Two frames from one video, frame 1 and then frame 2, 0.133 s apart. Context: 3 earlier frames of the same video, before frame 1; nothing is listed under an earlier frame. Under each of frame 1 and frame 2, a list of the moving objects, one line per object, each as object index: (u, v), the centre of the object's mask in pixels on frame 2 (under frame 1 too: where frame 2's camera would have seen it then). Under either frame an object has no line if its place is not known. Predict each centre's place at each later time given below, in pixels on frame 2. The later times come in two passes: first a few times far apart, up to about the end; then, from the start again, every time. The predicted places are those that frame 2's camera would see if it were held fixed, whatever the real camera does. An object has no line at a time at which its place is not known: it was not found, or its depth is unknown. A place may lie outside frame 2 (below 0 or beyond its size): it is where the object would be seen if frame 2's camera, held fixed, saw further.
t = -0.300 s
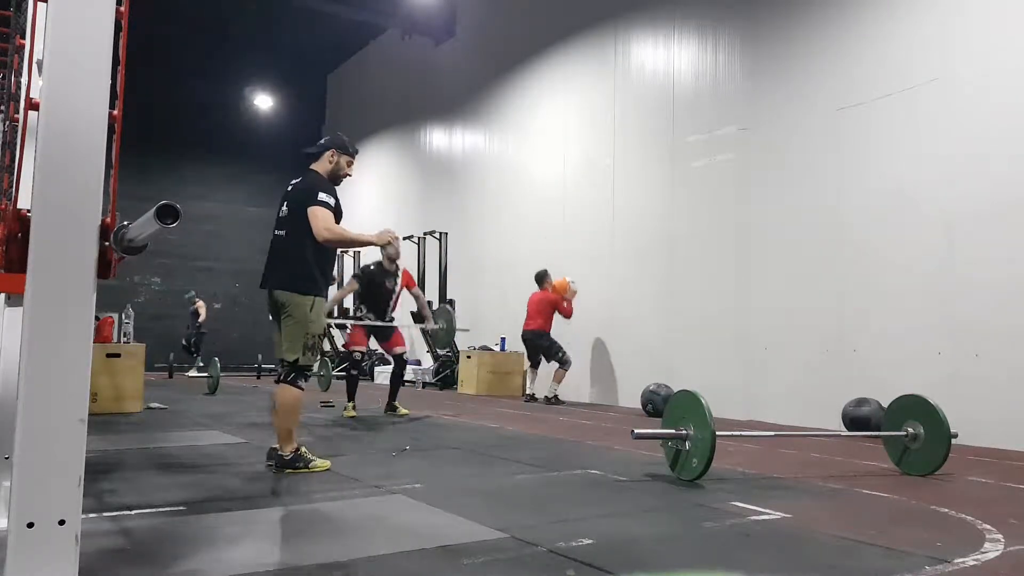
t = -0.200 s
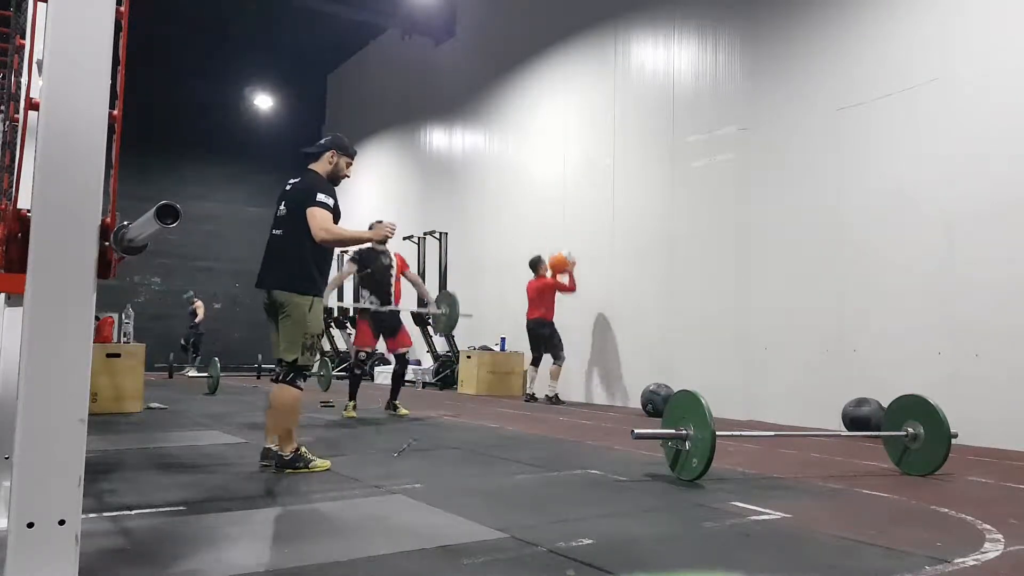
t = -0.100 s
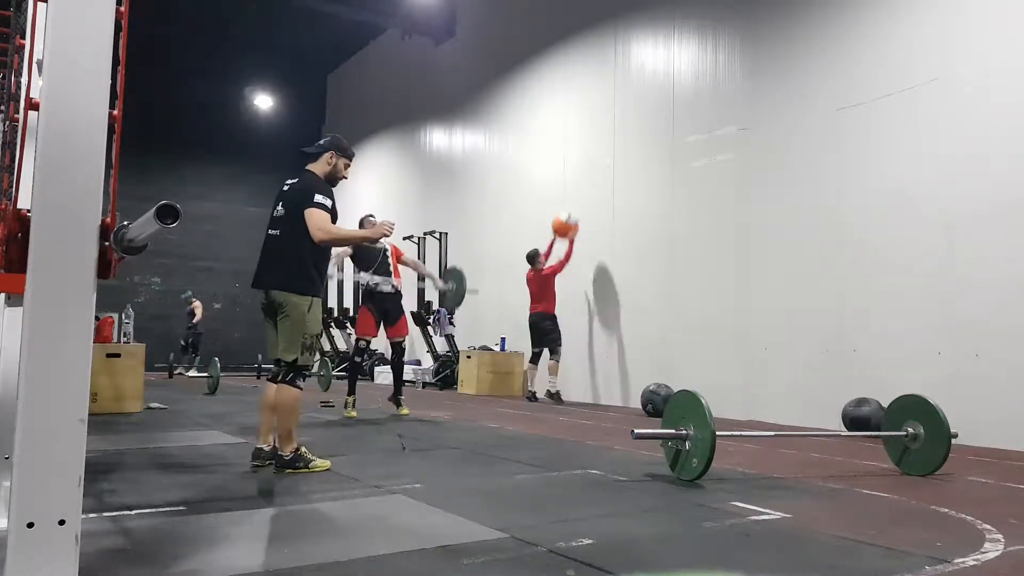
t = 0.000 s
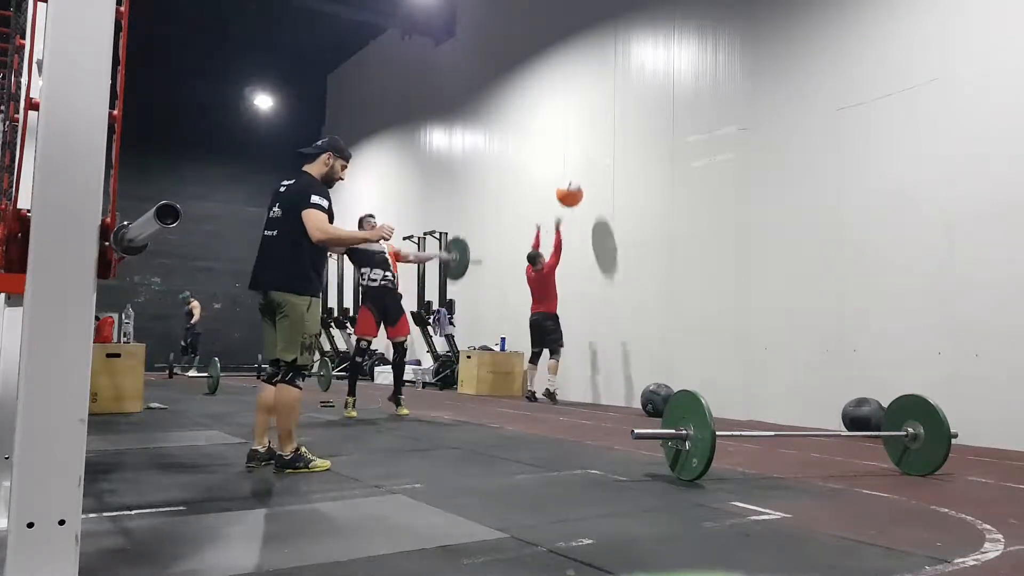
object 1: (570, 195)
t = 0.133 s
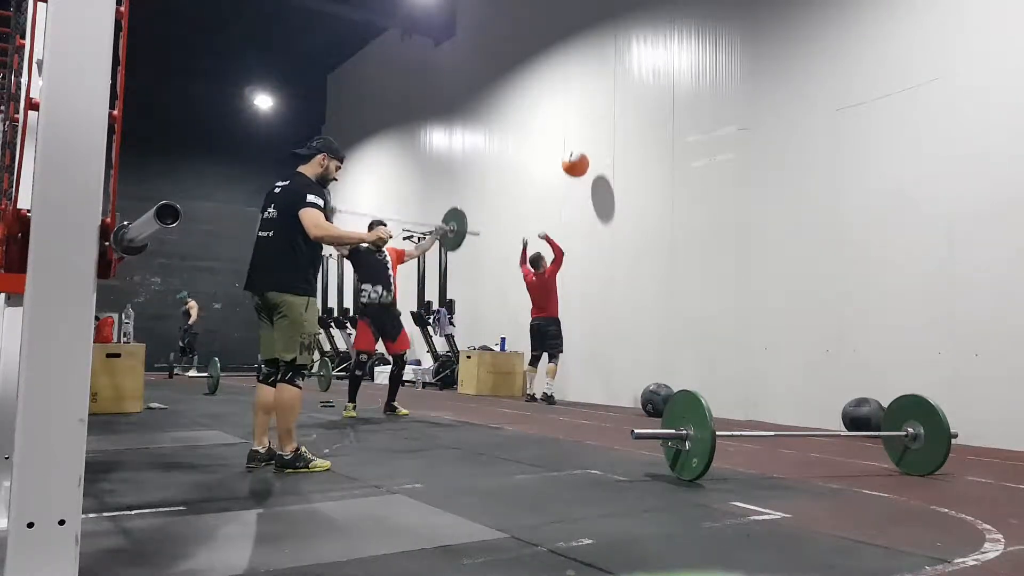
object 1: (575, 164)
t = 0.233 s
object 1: (580, 150)
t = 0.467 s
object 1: (585, 147)
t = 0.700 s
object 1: (578, 183)
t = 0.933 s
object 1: (573, 263)
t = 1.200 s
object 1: (563, 391)
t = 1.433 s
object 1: (553, 370)
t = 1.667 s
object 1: (542, 391)
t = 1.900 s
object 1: (539, 389)
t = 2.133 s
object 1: (541, 389)
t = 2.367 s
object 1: (544, 389)
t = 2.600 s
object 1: (549, 390)
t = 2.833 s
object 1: (551, 390)
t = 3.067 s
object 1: (551, 390)
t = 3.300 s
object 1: (551, 390)
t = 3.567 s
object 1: (551, 390)
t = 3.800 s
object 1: (551, 390)
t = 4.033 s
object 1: (551, 390)
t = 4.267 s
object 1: (551, 390)
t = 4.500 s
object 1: (551, 390)
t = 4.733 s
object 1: (551, 390)
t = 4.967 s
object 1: (551, 390)
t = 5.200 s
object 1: (551, 390)
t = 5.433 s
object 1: (551, 390)
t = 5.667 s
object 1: (551, 390)
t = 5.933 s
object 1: (551, 390)
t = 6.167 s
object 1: (551, 390)
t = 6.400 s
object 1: (551, 390)
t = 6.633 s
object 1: (551, 390)
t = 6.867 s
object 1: (551, 390)
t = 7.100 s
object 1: (551, 390)
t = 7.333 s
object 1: (551, 390)
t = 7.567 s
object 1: (551, 390)
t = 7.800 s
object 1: (551, 390)
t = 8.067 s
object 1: (551, 390)
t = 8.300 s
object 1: (551, 390)
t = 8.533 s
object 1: (551, 390)
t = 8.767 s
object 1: (551, 390)
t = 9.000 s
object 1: (551, 390)
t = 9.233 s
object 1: (551, 390)
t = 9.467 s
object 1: (551, 390)
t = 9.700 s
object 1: (551, 390)
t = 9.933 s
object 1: (551, 390)
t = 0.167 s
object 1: (577, 158)
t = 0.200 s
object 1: (578, 154)
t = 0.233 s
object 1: (580, 150)
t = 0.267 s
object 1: (582, 148)
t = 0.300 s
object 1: (583, 146)
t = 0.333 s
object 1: (585, 144)
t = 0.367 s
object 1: (586, 144)
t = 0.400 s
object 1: (586, 145)
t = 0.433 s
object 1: (586, 146)
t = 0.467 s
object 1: (585, 147)
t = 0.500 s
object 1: (585, 150)
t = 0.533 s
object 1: (584, 154)
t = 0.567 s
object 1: (583, 158)
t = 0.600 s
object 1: (582, 163)
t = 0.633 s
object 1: (581, 169)
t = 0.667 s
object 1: (579, 175)
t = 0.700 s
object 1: (578, 183)
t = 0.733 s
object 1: (578, 192)
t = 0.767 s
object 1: (577, 202)
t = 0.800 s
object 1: (576, 212)
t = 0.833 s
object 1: (576, 224)
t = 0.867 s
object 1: (574, 236)
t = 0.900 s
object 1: (573, 249)
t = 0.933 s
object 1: (573, 263)
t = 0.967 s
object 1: (571, 278)
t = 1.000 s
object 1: (570, 295)
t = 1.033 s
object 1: (569, 312)
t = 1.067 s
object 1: (568, 330)
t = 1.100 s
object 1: (567, 350)
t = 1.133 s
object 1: (566, 369)
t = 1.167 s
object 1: (565, 390)
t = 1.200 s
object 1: (563, 391)
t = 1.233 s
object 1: (562, 386)
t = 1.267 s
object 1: (560, 381)
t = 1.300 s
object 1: (559, 377)
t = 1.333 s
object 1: (558, 374)
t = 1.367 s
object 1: (556, 372)
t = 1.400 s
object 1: (554, 370)
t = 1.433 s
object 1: (553, 370)
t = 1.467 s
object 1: (551, 370)
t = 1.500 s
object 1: (550, 372)
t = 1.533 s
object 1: (548, 374)
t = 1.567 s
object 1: (546, 377)
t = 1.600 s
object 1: (545, 381)
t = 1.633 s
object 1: (543, 387)
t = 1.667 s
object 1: (542, 391)
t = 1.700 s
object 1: (541, 390)
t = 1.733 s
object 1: (540, 388)
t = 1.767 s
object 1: (540, 386)
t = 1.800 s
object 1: (540, 386)
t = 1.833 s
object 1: (540, 386)
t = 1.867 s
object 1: (540, 386)
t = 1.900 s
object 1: (539, 389)
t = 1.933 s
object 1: (540, 390)
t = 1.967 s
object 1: (540, 389)
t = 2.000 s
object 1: (540, 388)
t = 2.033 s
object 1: (540, 388)
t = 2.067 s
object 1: (540, 389)
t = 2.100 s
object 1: (540, 389)
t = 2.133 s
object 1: (541, 389)
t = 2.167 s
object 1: (541, 389)
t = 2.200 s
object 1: (542, 389)
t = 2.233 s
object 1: (542, 389)
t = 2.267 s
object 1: (543, 389)
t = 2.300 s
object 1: (543, 389)
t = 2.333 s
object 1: (544, 389)
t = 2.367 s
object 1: (544, 389)
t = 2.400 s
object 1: (545, 389)
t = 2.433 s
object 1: (546, 389)
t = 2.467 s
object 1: (547, 389)
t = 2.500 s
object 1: (547, 389)
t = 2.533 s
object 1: (548, 389)
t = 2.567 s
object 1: (548, 390)
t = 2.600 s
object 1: (549, 390)
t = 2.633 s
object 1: (549, 390)
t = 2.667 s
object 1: (550, 390)
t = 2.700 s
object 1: (550, 389)
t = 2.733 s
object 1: (550, 389)
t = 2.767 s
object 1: (551, 390)
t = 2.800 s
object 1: (551, 390)
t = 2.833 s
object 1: (551, 390)
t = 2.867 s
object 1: (551, 390)
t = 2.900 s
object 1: (551, 390)
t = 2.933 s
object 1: (552, 390)
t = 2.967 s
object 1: (552, 390)
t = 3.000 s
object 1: (551, 390)
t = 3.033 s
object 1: (551, 390)
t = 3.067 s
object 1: (551, 390)
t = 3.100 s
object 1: (551, 390)
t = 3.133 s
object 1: (551, 390)
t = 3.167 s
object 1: (551, 390)
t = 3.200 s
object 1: (551, 390)
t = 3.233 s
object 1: (551, 390)
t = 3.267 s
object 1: (551, 390)
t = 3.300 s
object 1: (551, 390)
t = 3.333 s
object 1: (551, 390)
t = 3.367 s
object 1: (551, 390)
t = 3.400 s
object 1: (551, 390)
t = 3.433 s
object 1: (551, 390)
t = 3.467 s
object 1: (551, 390)
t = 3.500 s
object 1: (551, 390)
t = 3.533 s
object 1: (551, 390)
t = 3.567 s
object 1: (551, 390)
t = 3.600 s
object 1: (551, 390)
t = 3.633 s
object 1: (551, 390)
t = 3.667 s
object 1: (551, 390)
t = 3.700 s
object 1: (551, 390)
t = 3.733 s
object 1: (551, 390)
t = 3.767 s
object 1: (551, 390)
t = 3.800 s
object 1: (551, 390)
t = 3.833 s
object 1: (551, 390)
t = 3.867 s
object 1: (551, 390)
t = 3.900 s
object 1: (551, 390)
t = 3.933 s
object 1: (551, 390)
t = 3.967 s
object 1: (551, 390)
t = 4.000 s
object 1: (551, 390)
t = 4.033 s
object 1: (551, 390)
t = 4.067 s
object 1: (551, 390)
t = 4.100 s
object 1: (551, 390)
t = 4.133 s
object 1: (551, 390)
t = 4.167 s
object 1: (551, 390)
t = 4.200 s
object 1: (551, 390)
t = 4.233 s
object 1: (551, 390)
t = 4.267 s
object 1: (551, 390)
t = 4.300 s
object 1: (551, 390)
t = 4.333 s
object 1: (551, 390)
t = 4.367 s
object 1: (551, 390)
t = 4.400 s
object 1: (551, 390)
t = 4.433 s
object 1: (551, 390)
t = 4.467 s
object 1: (551, 390)
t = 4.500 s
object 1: (551, 390)
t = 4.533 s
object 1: (551, 390)
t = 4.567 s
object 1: (551, 390)
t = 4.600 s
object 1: (551, 390)
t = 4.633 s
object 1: (551, 390)
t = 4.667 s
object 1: (551, 390)
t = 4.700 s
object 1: (551, 390)
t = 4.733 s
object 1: (551, 390)
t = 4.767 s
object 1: (551, 390)
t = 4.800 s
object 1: (551, 390)
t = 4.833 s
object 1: (551, 390)
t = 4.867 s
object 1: (551, 390)
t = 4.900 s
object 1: (551, 390)
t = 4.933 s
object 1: (551, 390)
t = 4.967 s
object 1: (551, 390)
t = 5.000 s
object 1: (551, 390)
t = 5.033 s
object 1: (551, 390)
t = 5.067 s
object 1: (551, 390)
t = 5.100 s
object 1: (551, 390)
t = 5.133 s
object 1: (551, 390)
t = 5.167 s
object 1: (551, 390)
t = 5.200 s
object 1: (551, 390)
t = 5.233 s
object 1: (551, 390)
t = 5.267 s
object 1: (551, 390)
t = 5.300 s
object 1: (551, 390)
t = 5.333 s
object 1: (551, 390)
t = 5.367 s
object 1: (551, 390)
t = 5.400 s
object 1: (551, 390)
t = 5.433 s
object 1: (551, 390)
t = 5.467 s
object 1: (551, 390)
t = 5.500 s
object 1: (551, 390)
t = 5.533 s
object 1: (551, 390)
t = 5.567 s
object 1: (551, 390)
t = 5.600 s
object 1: (551, 390)
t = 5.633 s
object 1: (551, 390)
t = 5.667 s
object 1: (551, 390)
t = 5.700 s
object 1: (551, 390)
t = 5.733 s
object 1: (551, 390)
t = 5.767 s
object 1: (551, 390)
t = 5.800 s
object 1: (551, 390)
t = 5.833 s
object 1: (551, 390)
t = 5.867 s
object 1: (551, 390)
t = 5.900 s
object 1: (551, 390)
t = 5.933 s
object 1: (551, 390)
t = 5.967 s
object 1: (551, 390)
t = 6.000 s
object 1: (551, 390)
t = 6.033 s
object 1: (551, 390)
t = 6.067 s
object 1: (551, 390)
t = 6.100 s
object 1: (551, 390)
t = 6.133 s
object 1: (551, 390)
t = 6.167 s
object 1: (551, 390)
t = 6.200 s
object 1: (551, 390)
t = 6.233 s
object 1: (551, 390)
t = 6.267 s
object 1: (551, 390)
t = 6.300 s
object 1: (551, 390)
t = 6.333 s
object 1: (551, 390)
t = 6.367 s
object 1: (551, 390)
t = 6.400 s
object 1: (551, 390)
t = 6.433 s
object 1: (551, 390)
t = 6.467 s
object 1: (551, 390)
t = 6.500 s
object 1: (551, 390)
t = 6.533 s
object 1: (551, 390)
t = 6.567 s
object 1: (551, 390)
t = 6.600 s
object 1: (551, 390)
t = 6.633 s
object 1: (551, 390)
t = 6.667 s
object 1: (551, 390)
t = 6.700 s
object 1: (551, 390)
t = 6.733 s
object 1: (551, 390)
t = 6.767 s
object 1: (551, 390)
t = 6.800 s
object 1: (551, 390)
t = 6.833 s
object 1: (551, 390)
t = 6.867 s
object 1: (551, 390)
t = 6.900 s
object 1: (551, 390)
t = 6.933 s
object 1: (551, 390)
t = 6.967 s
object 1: (551, 390)
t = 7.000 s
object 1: (551, 390)
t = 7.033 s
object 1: (551, 390)
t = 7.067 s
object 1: (551, 390)
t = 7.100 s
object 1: (551, 390)
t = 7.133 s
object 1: (551, 390)
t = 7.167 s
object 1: (551, 390)
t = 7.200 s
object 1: (551, 390)
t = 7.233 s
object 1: (551, 390)
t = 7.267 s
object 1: (551, 390)
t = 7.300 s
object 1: (551, 390)
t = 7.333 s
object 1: (551, 390)
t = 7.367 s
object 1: (551, 390)
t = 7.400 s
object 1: (551, 390)
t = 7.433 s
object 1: (551, 390)
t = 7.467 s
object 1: (551, 390)
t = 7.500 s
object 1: (551, 390)
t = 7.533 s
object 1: (551, 390)
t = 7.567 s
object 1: (551, 390)
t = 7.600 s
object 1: (551, 390)
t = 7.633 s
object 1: (551, 390)
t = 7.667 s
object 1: (551, 390)
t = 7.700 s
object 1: (551, 390)
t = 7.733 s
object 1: (551, 390)
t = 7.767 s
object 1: (551, 390)
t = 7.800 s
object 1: (551, 390)
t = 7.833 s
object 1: (551, 390)
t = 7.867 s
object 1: (551, 390)
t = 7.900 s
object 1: (551, 390)
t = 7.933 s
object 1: (551, 390)
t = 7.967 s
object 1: (551, 390)
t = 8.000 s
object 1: (551, 390)
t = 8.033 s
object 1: (551, 390)
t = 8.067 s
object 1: (551, 390)
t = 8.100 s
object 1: (551, 390)
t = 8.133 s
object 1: (551, 390)
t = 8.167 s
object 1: (551, 390)
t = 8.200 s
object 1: (551, 390)
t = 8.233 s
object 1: (551, 390)
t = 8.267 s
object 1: (551, 390)
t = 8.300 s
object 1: (551, 390)
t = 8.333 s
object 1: (551, 390)
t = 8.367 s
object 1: (551, 390)
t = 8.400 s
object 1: (551, 390)
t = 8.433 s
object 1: (551, 390)
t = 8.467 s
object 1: (551, 390)
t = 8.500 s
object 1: (551, 390)
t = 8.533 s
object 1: (551, 390)
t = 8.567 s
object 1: (551, 390)
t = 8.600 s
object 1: (551, 390)
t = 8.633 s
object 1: (551, 390)
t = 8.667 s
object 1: (551, 390)
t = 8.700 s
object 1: (551, 390)
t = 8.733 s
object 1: (551, 390)
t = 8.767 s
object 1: (551, 390)
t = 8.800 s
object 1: (551, 390)
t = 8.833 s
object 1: (551, 390)
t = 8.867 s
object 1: (551, 390)
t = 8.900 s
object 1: (551, 390)
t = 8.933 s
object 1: (551, 390)
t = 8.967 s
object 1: (551, 390)
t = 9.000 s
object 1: (551, 390)
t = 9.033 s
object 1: (551, 390)
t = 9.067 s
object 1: (551, 390)
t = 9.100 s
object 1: (551, 390)
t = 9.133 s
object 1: (551, 390)
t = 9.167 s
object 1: (551, 390)
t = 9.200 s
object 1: (551, 390)
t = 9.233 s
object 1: (551, 390)
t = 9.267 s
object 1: (551, 390)
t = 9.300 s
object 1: (551, 390)
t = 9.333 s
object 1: (551, 390)
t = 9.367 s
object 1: (551, 390)
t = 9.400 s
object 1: (551, 390)
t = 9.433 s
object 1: (551, 390)
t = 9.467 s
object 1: (551, 390)
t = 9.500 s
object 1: (551, 390)
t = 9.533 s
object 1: (551, 390)
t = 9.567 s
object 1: (551, 390)
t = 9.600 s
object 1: (551, 390)
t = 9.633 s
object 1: (551, 390)
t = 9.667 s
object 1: (551, 390)
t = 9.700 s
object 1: (551, 390)
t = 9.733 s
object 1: (551, 390)
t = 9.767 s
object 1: (551, 390)
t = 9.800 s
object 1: (551, 390)
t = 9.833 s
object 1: (551, 390)
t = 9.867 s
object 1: (551, 390)
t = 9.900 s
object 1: (551, 390)
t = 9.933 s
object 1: (551, 390)
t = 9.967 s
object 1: (551, 390)
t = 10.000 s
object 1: (551, 390)
